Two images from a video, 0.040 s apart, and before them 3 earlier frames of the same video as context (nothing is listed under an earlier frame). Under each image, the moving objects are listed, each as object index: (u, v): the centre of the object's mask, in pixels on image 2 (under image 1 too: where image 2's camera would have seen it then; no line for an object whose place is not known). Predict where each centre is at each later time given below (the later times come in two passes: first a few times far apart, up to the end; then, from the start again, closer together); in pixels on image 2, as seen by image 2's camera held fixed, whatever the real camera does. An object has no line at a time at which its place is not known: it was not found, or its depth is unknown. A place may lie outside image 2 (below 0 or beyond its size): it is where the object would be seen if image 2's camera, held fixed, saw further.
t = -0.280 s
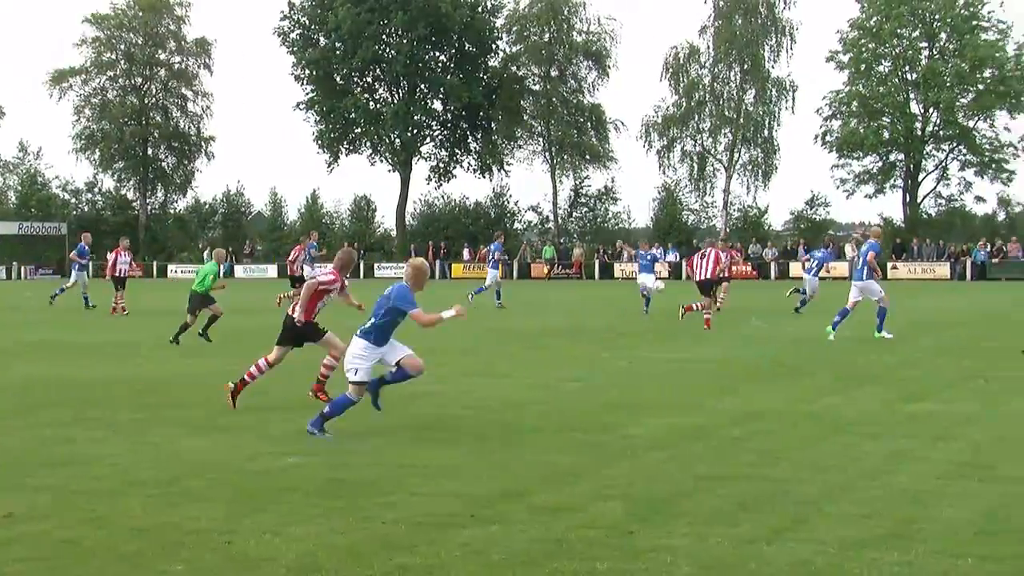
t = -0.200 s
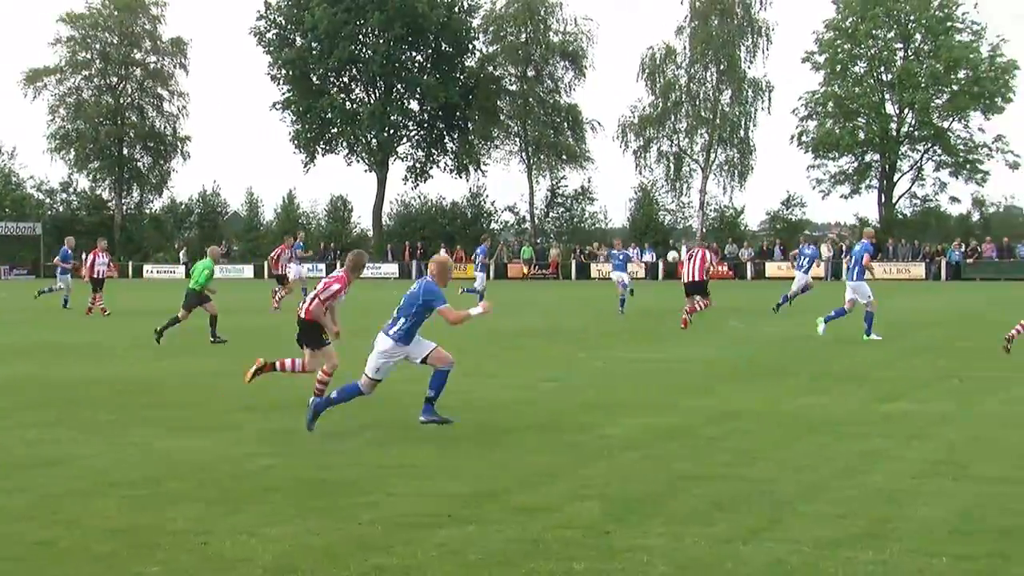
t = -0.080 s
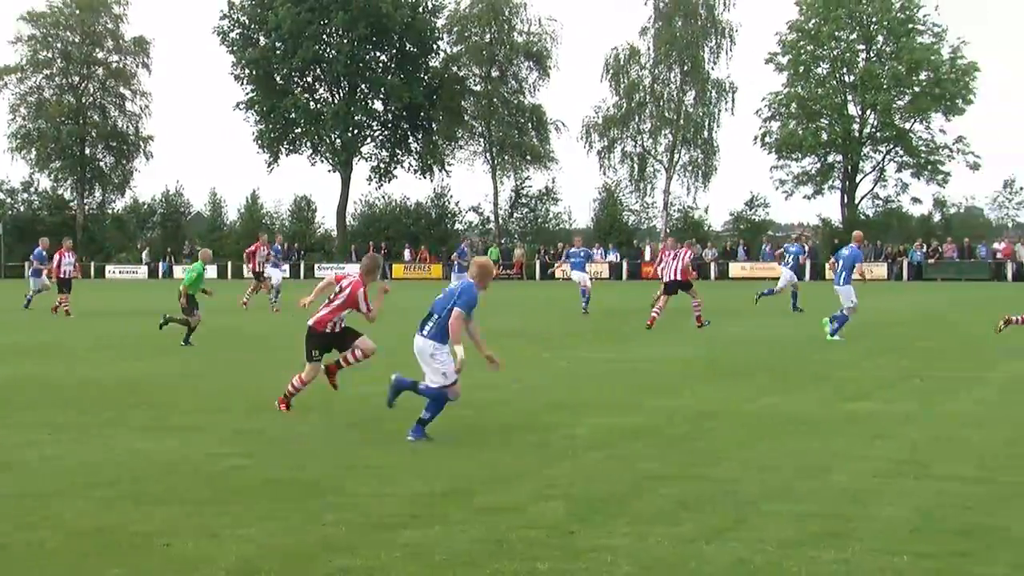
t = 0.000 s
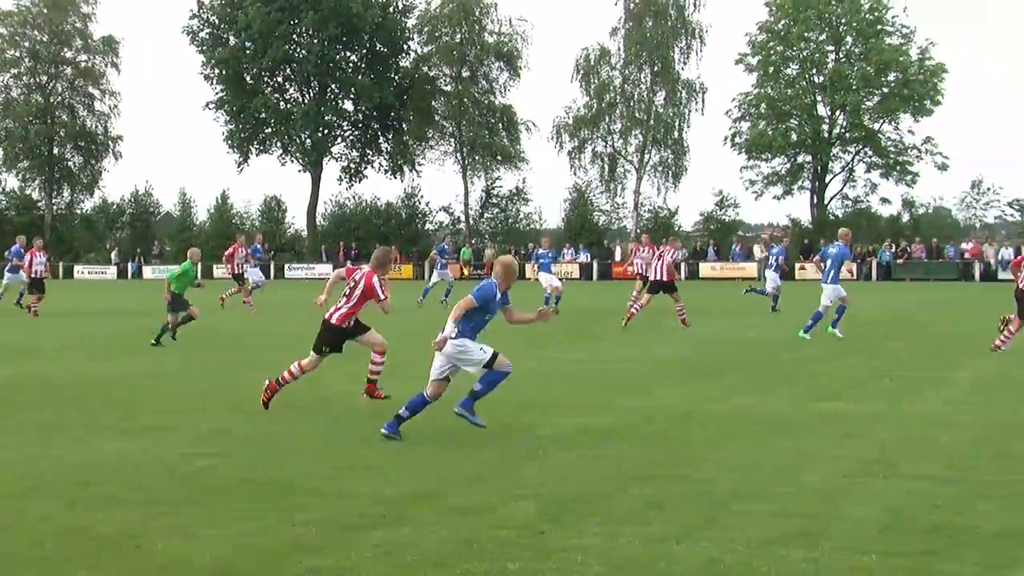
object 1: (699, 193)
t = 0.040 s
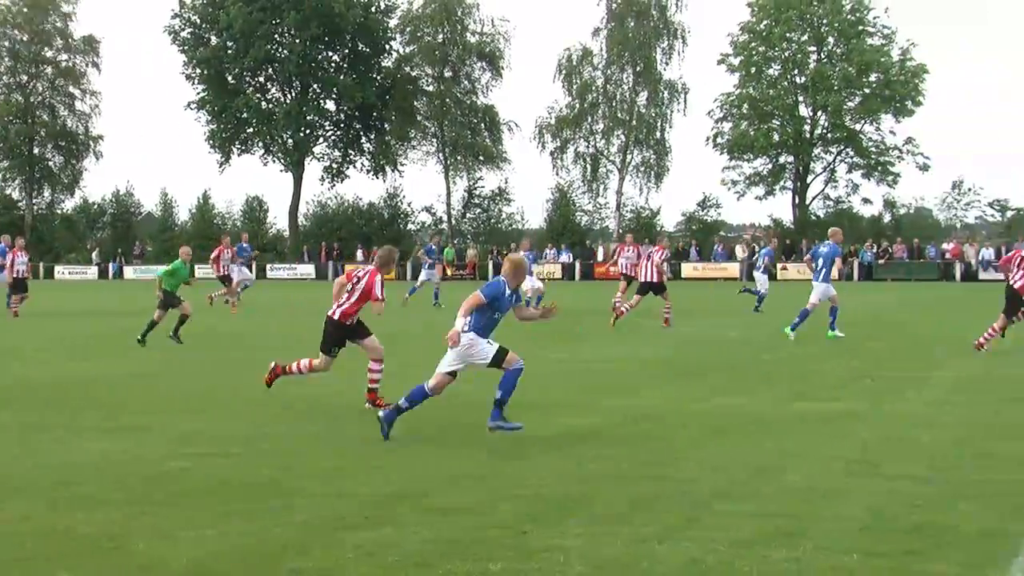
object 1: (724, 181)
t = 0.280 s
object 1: (903, 118)
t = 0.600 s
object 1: (1235, 77)
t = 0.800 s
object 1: (1523, 91)
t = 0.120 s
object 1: (778, 156)
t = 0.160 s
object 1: (807, 146)
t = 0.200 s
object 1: (837, 136)
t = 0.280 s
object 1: (903, 118)
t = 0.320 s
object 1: (938, 112)
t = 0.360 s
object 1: (974, 104)
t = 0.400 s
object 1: (1014, 97)
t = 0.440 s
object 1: (1053, 90)
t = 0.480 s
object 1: (1096, 85)
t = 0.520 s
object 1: (1141, 81)
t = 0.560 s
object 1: (1187, 78)
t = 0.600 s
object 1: (1235, 77)
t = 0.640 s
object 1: (1288, 77)
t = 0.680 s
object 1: (1342, 79)
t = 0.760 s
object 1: (1464, 84)
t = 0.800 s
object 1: (1523, 91)
